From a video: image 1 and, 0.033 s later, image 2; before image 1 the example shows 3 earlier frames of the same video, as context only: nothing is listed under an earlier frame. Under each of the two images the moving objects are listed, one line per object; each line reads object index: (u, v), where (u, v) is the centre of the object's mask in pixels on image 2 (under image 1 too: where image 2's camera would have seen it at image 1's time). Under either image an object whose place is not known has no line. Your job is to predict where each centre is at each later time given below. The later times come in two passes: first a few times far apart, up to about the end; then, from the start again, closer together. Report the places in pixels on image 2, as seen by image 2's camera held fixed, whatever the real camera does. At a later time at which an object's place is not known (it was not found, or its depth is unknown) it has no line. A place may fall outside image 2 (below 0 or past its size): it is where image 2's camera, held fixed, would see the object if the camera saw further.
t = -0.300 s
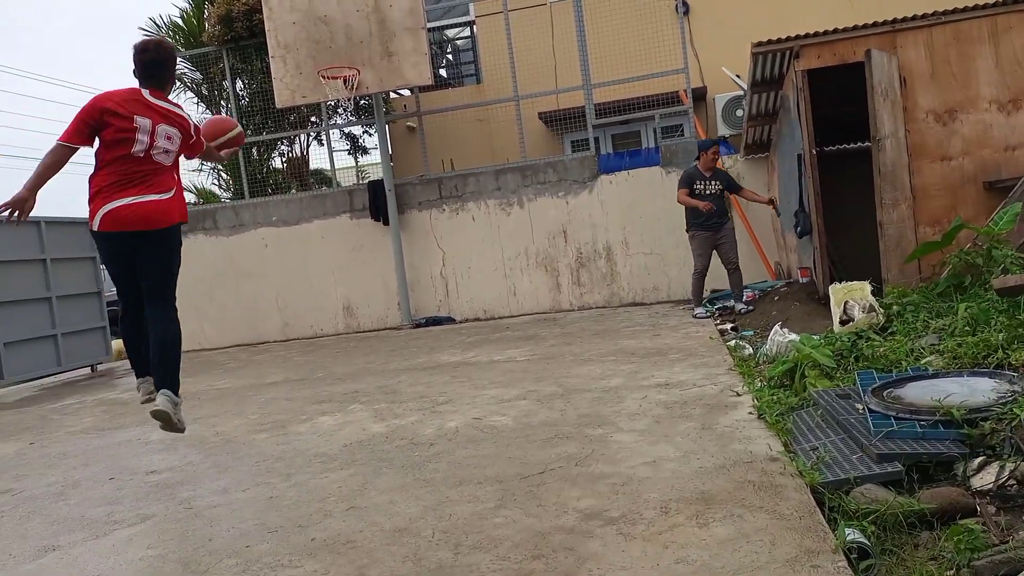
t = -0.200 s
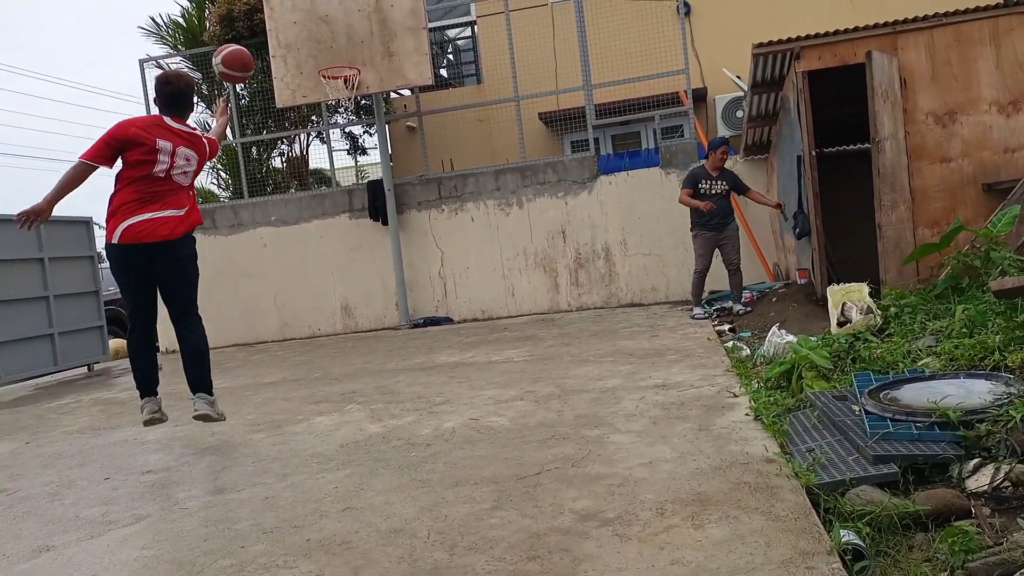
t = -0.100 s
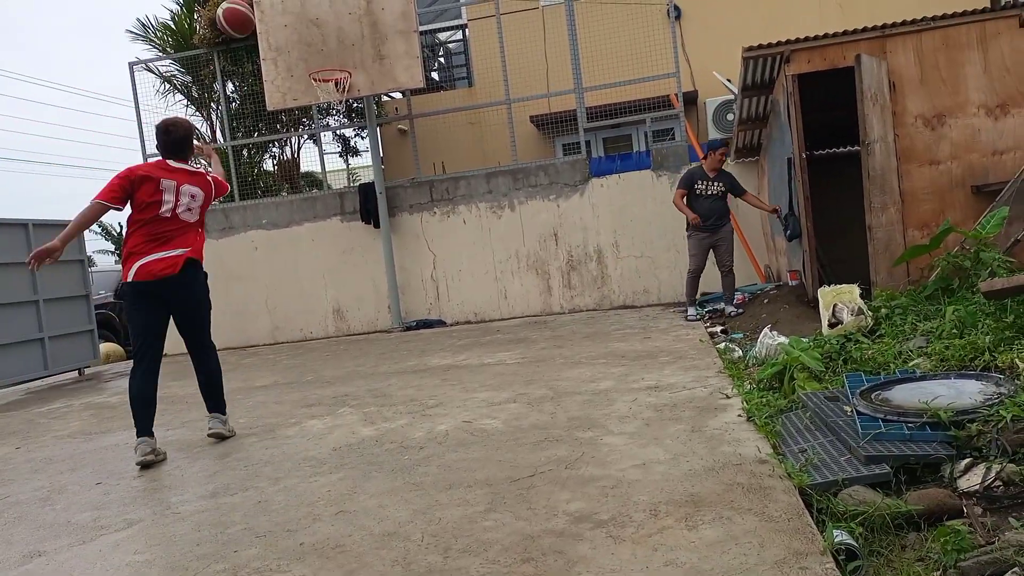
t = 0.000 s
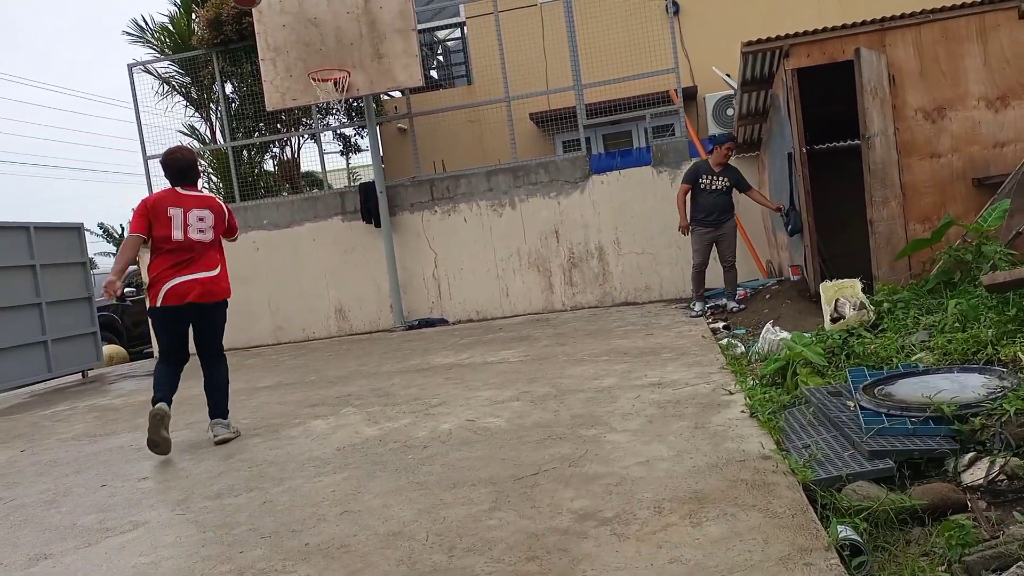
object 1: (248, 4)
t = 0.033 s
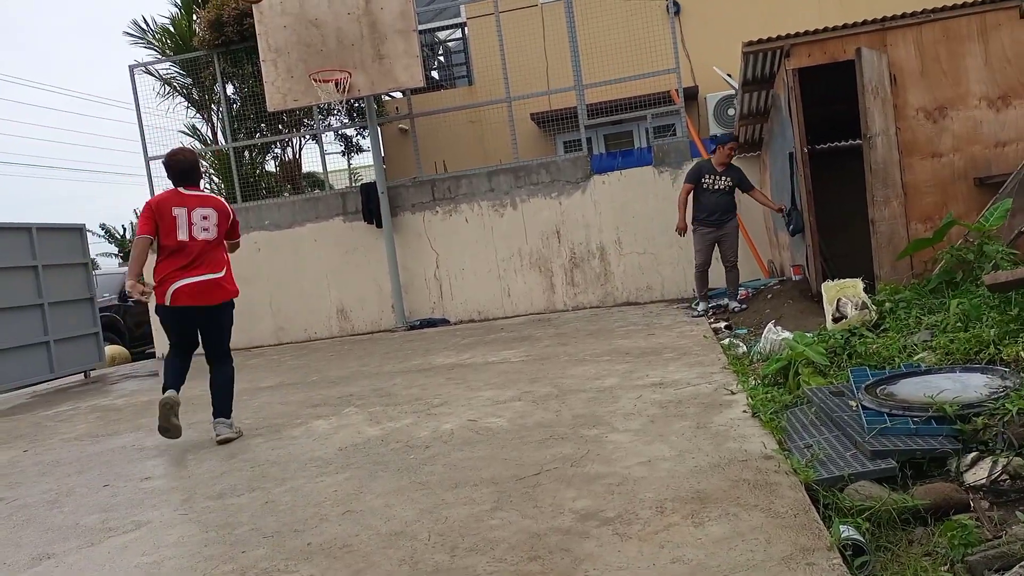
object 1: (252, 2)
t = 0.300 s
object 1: (282, 6)
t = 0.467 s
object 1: (305, 41)
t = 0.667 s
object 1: (330, 120)
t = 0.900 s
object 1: (360, 239)
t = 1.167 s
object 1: (358, 289)
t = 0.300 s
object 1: (282, 6)
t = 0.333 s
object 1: (286, 10)
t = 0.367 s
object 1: (291, 16)
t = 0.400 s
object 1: (296, 22)
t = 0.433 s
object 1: (301, 30)
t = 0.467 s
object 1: (305, 41)
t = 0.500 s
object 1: (309, 52)
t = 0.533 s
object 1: (314, 64)
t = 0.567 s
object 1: (318, 77)
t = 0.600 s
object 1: (322, 91)
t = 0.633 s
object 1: (326, 105)
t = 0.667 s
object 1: (330, 120)
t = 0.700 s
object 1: (334, 135)
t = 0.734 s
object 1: (339, 152)
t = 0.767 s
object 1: (343, 169)
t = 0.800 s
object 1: (348, 186)
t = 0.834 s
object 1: (352, 202)
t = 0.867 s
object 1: (356, 221)
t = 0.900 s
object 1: (360, 239)
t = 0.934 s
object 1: (364, 258)
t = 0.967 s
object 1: (369, 277)
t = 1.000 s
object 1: (373, 297)
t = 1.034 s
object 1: (377, 316)
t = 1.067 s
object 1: (376, 319)
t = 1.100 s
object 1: (370, 308)
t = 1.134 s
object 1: (364, 298)
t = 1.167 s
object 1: (358, 289)
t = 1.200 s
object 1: (352, 280)
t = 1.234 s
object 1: (346, 273)
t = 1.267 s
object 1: (340, 265)
